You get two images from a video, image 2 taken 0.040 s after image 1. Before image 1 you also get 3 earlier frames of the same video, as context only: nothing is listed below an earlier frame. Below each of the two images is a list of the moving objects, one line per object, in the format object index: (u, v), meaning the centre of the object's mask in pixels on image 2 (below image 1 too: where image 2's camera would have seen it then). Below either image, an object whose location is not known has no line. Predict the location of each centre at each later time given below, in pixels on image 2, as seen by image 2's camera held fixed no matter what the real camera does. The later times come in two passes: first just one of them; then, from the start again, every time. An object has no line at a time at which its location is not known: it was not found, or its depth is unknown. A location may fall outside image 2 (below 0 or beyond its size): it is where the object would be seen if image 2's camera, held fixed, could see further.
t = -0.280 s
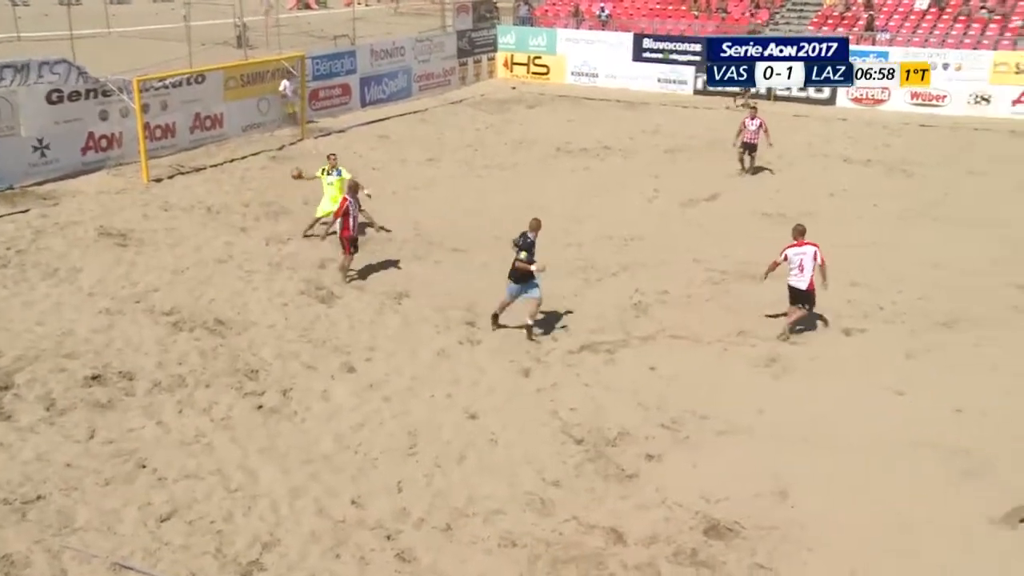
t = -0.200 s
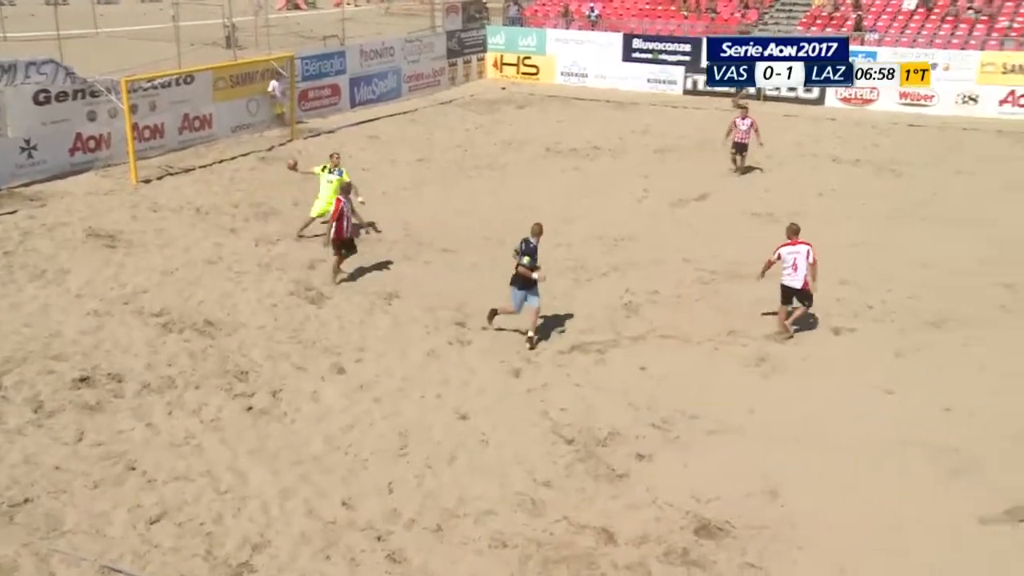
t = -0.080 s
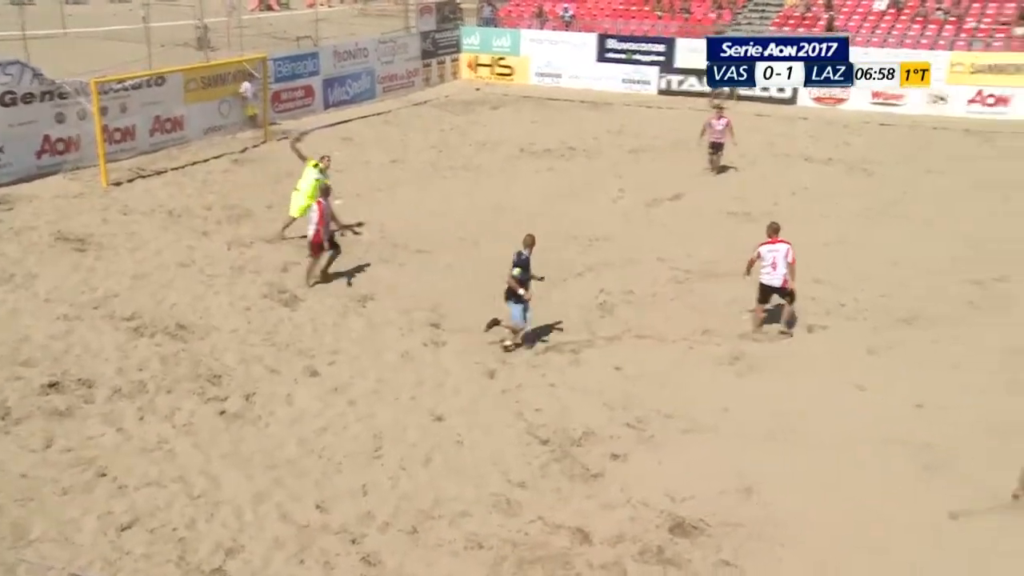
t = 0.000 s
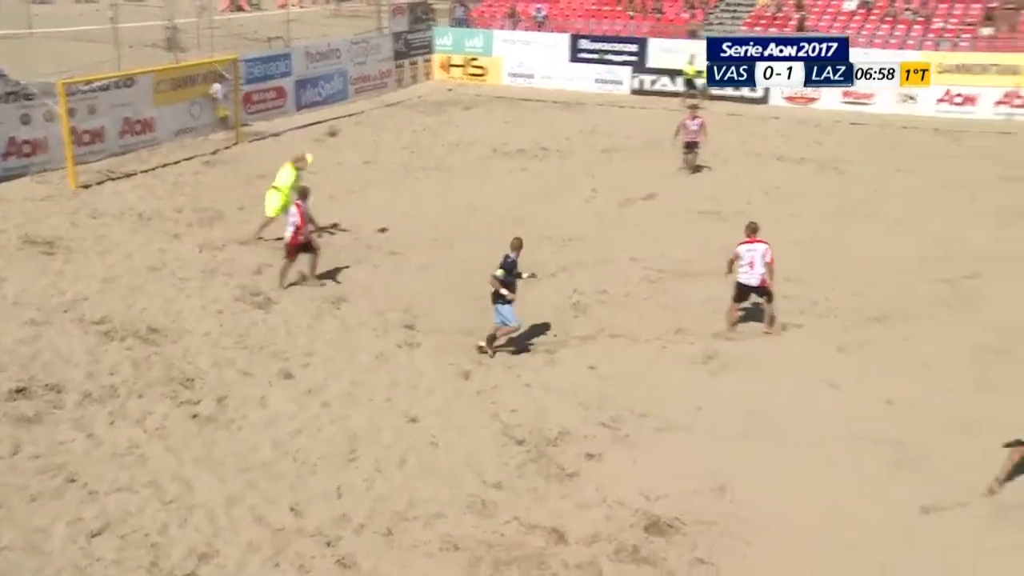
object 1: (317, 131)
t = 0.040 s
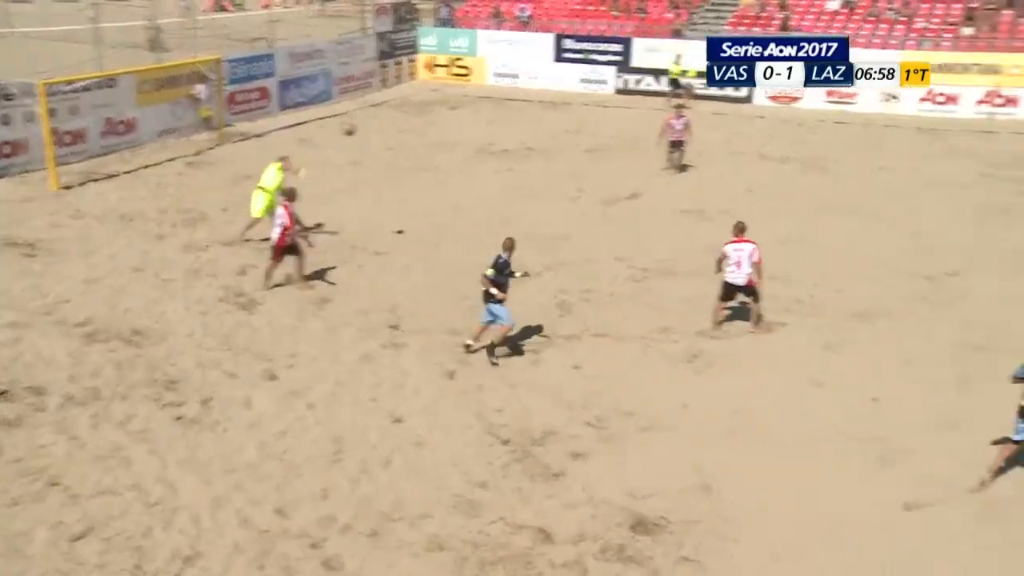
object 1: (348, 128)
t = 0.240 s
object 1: (516, 131)
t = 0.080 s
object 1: (381, 126)
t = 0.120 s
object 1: (416, 124)
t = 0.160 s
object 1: (448, 128)
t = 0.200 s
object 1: (481, 129)
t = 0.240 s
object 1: (516, 131)
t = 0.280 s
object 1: (550, 133)
